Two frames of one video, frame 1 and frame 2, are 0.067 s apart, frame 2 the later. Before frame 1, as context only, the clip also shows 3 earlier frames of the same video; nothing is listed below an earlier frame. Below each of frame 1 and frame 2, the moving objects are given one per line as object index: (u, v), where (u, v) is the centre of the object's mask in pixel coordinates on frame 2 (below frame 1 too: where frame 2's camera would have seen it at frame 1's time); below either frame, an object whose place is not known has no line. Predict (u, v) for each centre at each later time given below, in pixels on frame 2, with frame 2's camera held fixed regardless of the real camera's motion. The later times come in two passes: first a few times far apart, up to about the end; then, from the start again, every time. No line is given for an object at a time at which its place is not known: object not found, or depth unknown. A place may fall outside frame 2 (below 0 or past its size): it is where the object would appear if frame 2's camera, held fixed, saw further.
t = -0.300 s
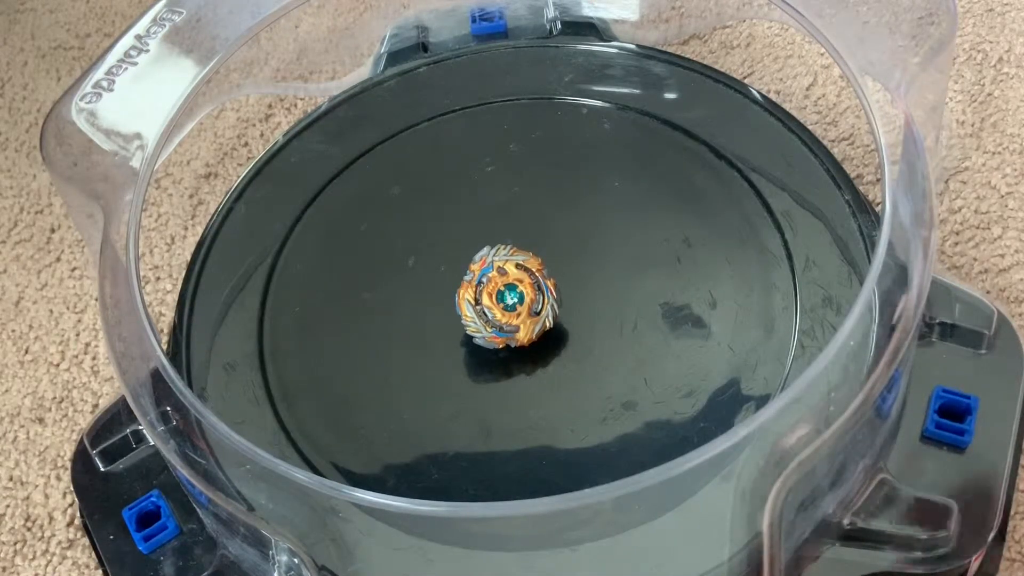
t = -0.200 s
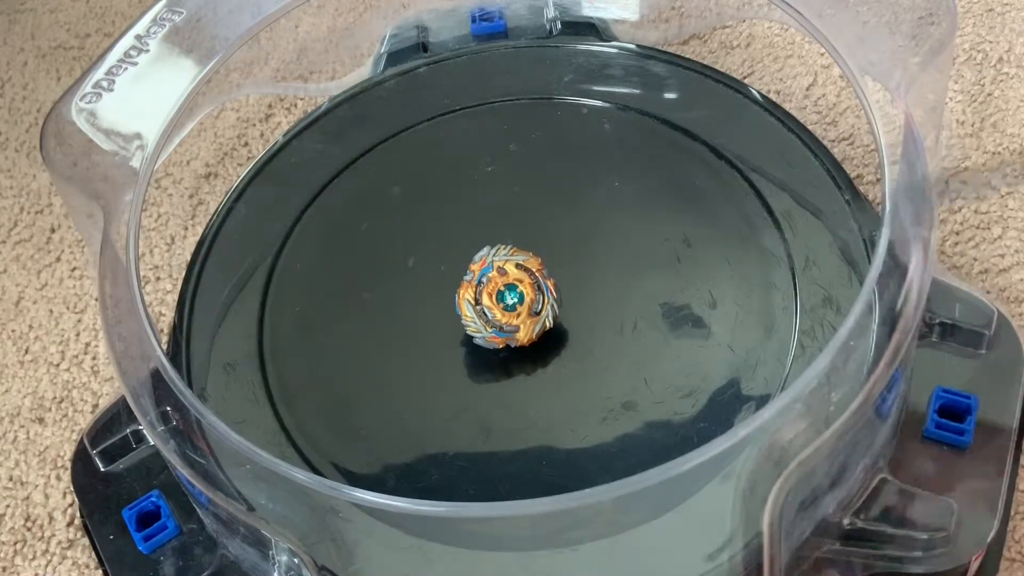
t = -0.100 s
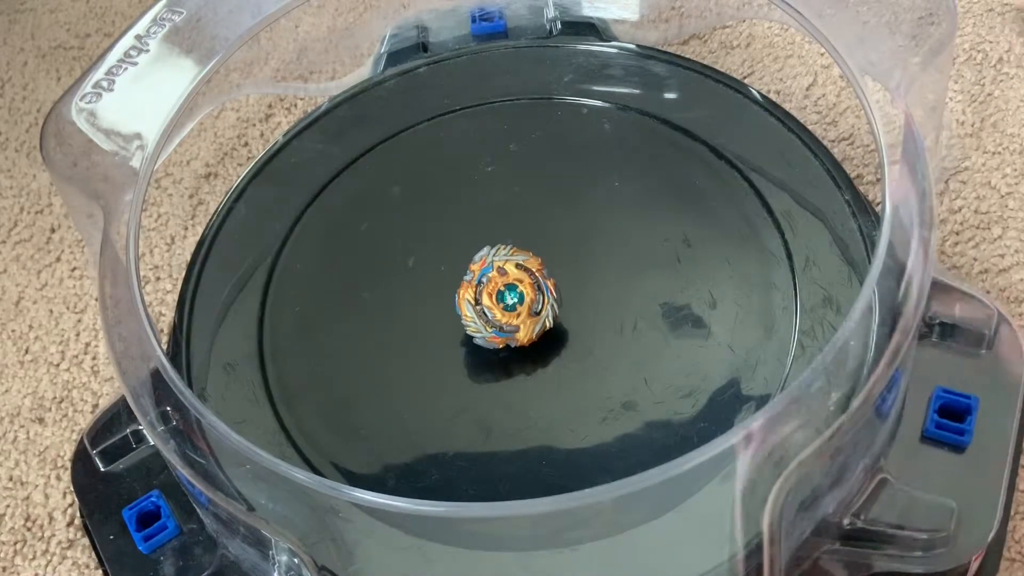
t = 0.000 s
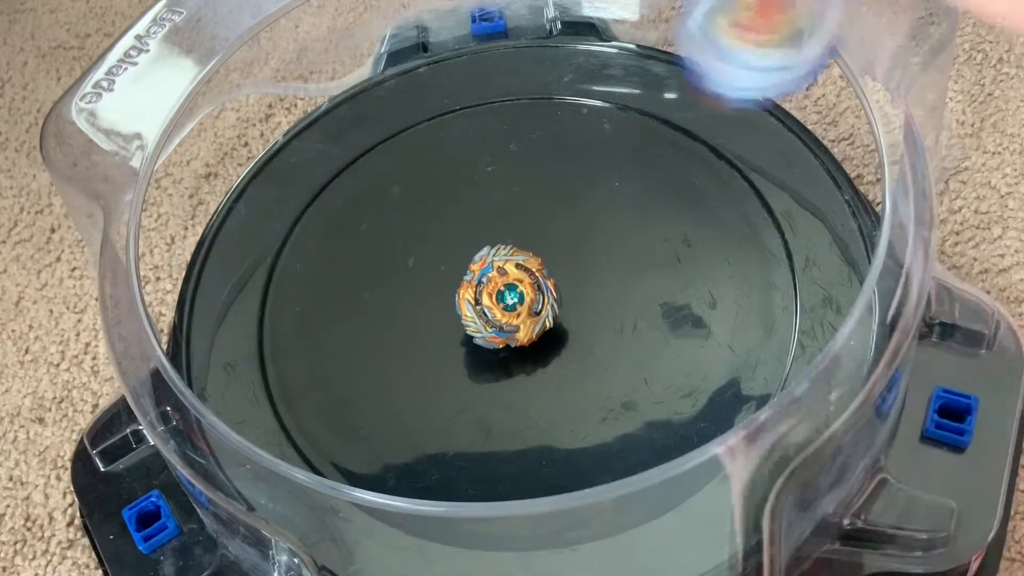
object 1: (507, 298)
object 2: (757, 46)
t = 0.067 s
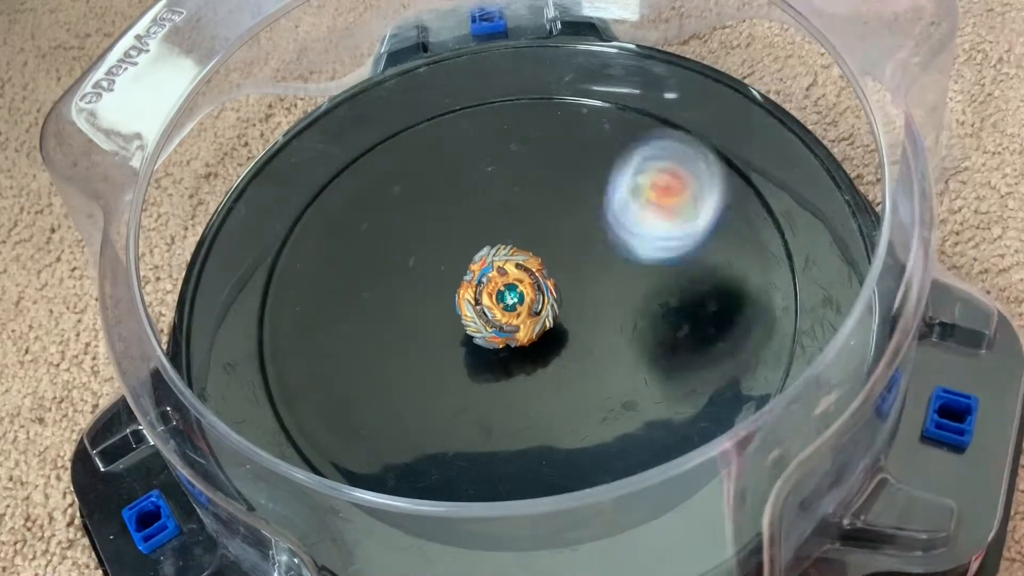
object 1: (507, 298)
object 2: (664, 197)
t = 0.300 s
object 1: (477, 329)
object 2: (384, 178)
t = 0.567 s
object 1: (481, 337)
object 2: (364, 289)
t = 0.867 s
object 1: (651, 401)
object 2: (471, 240)
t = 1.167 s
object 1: (586, 354)
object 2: (418, 157)
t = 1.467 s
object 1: (571, 335)
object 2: (476, 303)
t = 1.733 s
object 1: (645, 334)
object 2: (552, 243)
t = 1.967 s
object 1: (587, 344)
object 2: (569, 129)
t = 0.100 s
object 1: (505, 298)
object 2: (621, 219)
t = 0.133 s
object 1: (505, 298)
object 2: (569, 196)
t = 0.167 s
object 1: (505, 298)
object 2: (518, 189)
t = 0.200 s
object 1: (504, 300)
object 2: (473, 196)
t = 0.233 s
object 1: (495, 311)
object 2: (437, 191)
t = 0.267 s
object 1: (486, 323)
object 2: (408, 192)
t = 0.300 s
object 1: (477, 329)
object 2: (384, 178)
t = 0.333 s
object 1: (468, 334)
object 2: (364, 178)
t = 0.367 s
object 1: (462, 336)
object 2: (350, 179)
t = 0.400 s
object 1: (458, 336)
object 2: (340, 187)
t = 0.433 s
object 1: (456, 333)
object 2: (336, 200)
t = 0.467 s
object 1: (456, 331)
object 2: (337, 220)
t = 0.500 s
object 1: (457, 329)
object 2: (345, 245)
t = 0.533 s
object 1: (460, 328)
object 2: (361, 275)
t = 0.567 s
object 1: (481, 337)
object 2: (364, 289)
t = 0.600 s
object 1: (505, 347)
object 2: (368, 301)
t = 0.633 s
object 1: (525, 352)
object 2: (382, 311)
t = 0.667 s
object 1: (539, 357)
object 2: (404, 320)
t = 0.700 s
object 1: (550, 362)
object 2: (433, 324)
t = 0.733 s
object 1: (572, 367)
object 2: (447, 315)
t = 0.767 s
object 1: (602, 377)
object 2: (454, 298)
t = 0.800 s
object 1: (627, 390)
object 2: (462, 280)
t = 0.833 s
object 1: (644, 397)
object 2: (467, 259)
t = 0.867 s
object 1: (651, 401)
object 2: (471, 240)
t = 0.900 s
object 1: (651, 401)
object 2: (473, 221)
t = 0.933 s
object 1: (647, 400)
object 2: (472, 204)
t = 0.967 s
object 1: (641, 397)
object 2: (469, 190)
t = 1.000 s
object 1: (635, 390)
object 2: (464, 178)
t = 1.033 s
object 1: (627, 382)
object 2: (458, 168)
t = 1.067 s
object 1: (617, 374)
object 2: (450, 161)
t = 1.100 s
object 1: (607, 366)
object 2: (440, 156)
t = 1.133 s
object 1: (596, 359)
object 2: (429, 155)
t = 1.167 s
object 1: (586, 354)
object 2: (418, 157)
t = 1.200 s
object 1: (577, 349)
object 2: (407, 163)
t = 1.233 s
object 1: (570, 346)
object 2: (396, 173)
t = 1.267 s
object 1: (566, 344)
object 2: (389, 189)
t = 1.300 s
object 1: (564, 342)
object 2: (388, 209)
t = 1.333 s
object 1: (563, 340)
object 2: (396, 231)
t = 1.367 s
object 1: (563, 339)
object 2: (410, 254)
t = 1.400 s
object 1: (564, 337)
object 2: (430, 275)
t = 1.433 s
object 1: (564, 336)
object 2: (456, 293)
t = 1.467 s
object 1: (571, 335)
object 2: (476, 303)
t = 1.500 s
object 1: (598, 342)
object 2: (471, 301)
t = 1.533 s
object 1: (620, 343)
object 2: (471, 297)
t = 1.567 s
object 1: (636, 341)
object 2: (475, 292)
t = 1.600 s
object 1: (646, 337)
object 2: (485, 287)
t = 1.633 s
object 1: (651, 335)
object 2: (499, 279)
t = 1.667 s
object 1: (652, 335)
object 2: (515, 270)
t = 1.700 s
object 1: (649, 335)
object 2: (534, 258)
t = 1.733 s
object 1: (645, 334)
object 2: (552, 243)
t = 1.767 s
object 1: (638, 332)
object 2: (568, 226)
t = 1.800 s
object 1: (629, 331)
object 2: (580, 208)
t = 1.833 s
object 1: (618, 332)
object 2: (588, 190)
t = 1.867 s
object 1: (606, 335)
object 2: (591, 172)
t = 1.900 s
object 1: (598, 338)
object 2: (589, 155)
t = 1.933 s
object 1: (591, 341)
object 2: (581, 141)
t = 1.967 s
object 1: (587, 344)
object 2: (569, 129)
